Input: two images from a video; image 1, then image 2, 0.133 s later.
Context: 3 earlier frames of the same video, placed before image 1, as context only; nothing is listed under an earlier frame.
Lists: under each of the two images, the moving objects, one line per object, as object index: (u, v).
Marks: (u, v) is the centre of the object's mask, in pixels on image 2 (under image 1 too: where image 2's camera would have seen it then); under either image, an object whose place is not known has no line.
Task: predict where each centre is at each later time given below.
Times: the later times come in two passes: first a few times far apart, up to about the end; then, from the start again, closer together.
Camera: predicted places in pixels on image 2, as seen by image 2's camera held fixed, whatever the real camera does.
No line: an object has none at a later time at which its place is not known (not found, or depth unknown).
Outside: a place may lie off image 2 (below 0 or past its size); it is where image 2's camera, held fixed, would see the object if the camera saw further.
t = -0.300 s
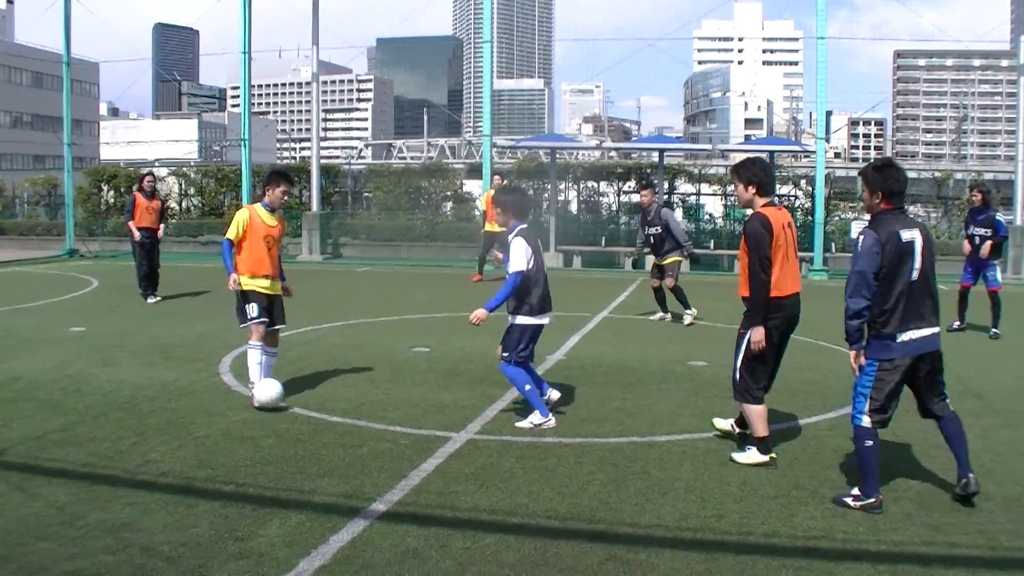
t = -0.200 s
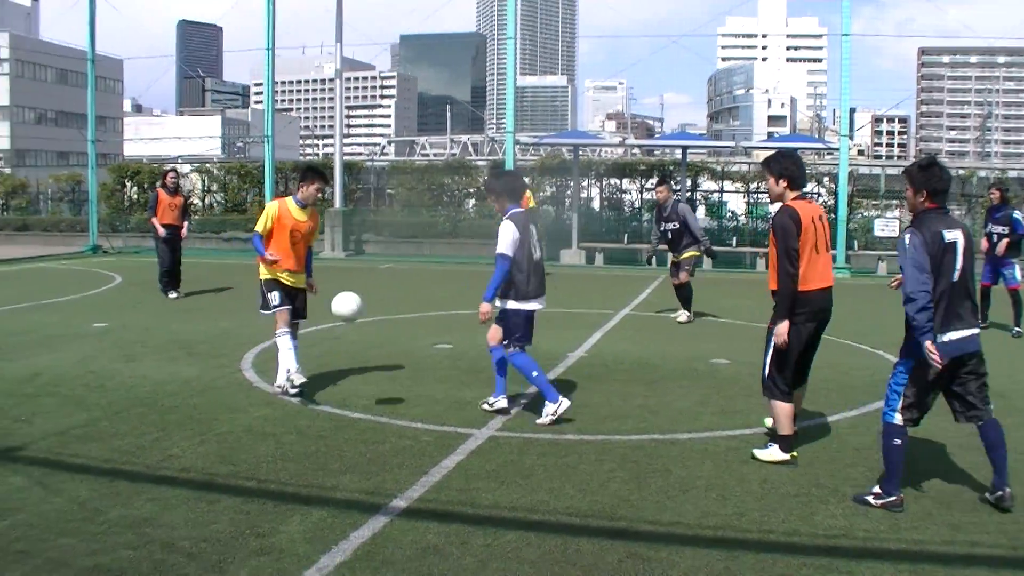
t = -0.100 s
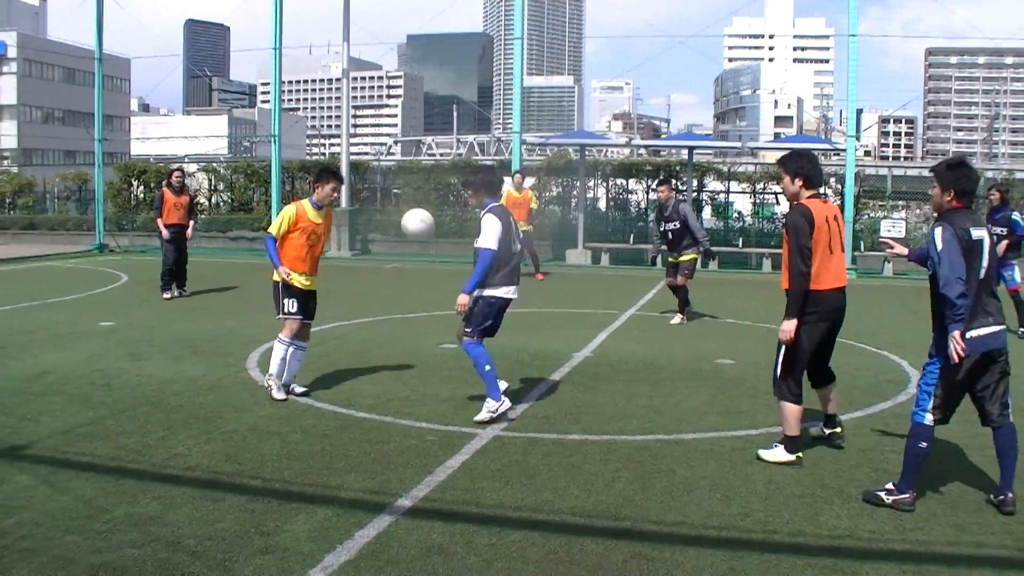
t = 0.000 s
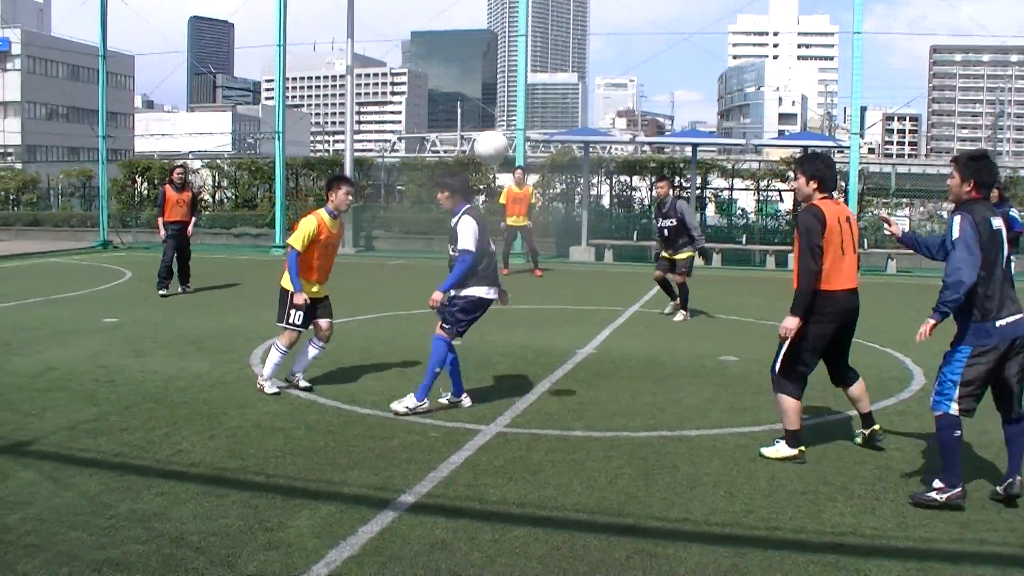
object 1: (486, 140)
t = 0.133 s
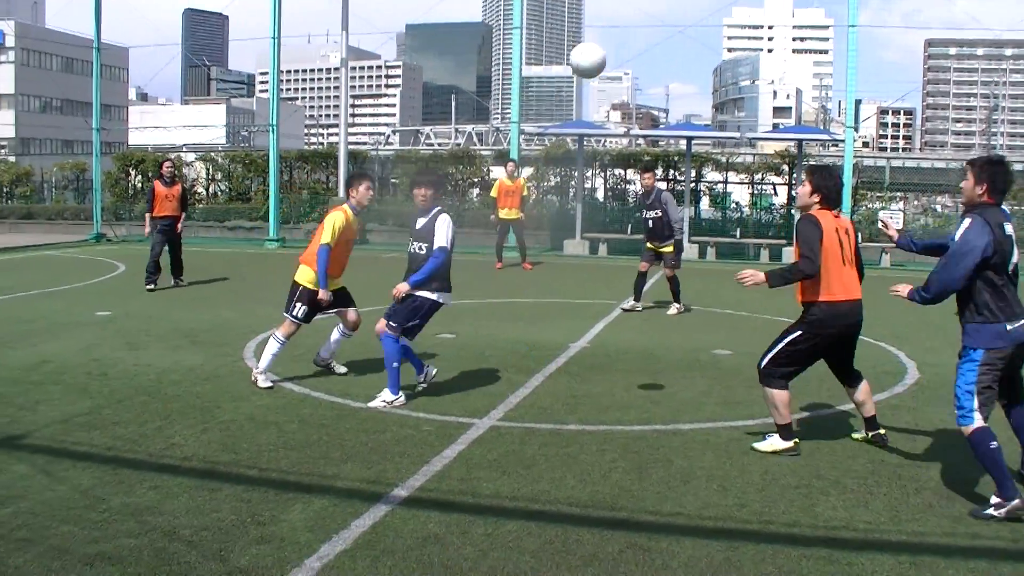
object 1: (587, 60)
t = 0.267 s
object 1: (698, 6)
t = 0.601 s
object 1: (1005, 6)
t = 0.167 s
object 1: (614, 44)
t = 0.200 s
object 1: (641, 29)
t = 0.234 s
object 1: (669, 16)
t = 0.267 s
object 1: (698, 6)
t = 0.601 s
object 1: (1005, 6)
